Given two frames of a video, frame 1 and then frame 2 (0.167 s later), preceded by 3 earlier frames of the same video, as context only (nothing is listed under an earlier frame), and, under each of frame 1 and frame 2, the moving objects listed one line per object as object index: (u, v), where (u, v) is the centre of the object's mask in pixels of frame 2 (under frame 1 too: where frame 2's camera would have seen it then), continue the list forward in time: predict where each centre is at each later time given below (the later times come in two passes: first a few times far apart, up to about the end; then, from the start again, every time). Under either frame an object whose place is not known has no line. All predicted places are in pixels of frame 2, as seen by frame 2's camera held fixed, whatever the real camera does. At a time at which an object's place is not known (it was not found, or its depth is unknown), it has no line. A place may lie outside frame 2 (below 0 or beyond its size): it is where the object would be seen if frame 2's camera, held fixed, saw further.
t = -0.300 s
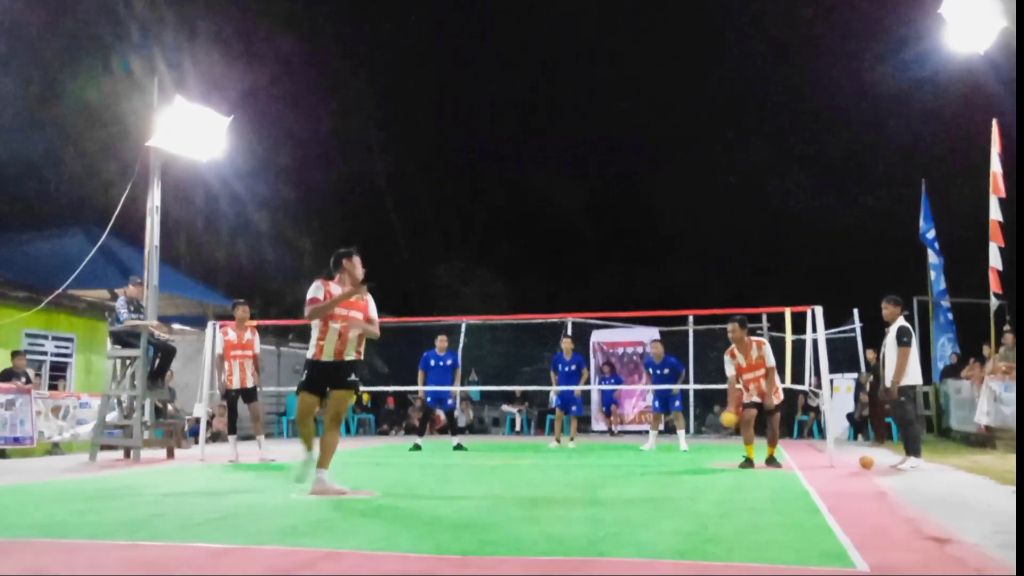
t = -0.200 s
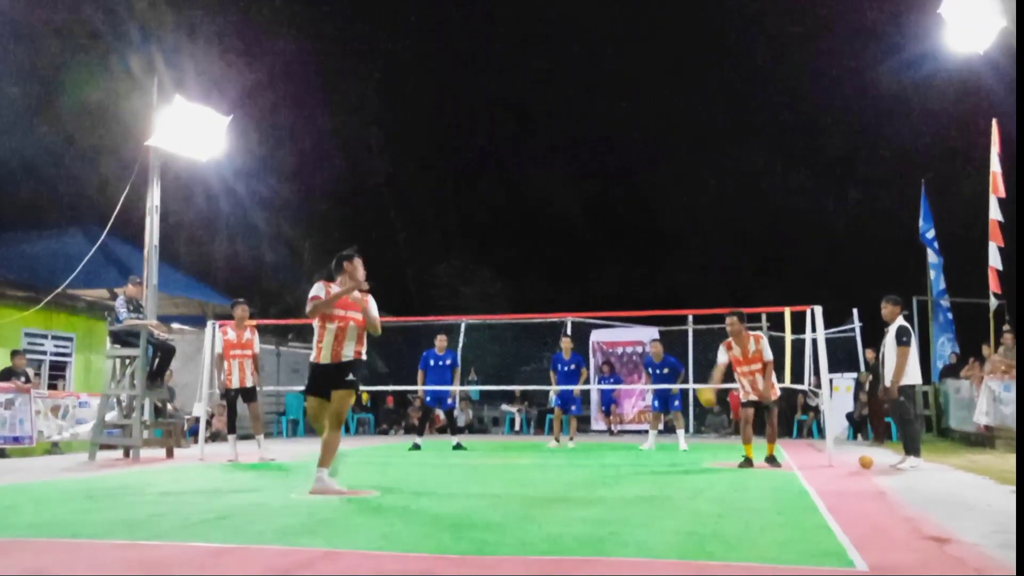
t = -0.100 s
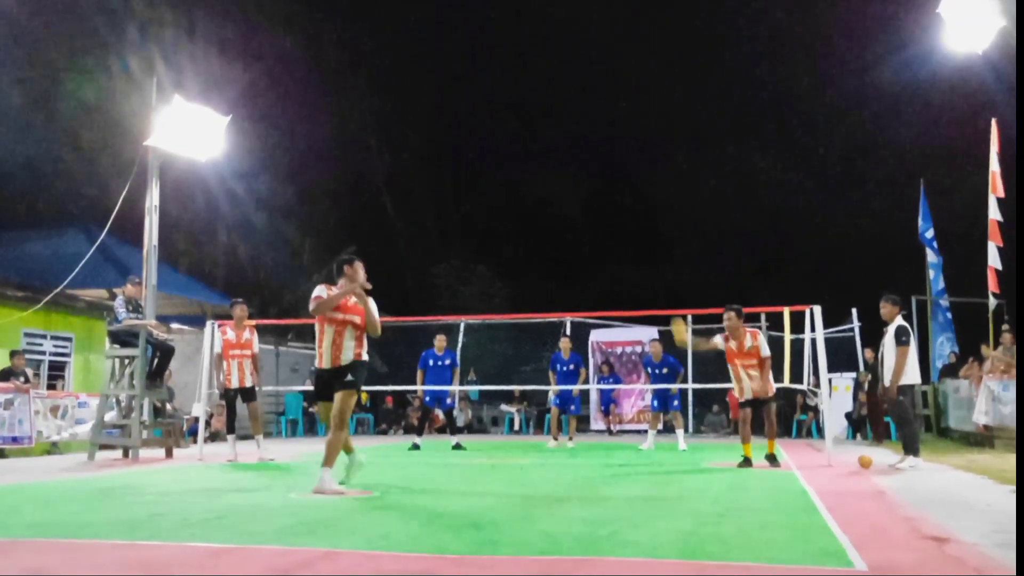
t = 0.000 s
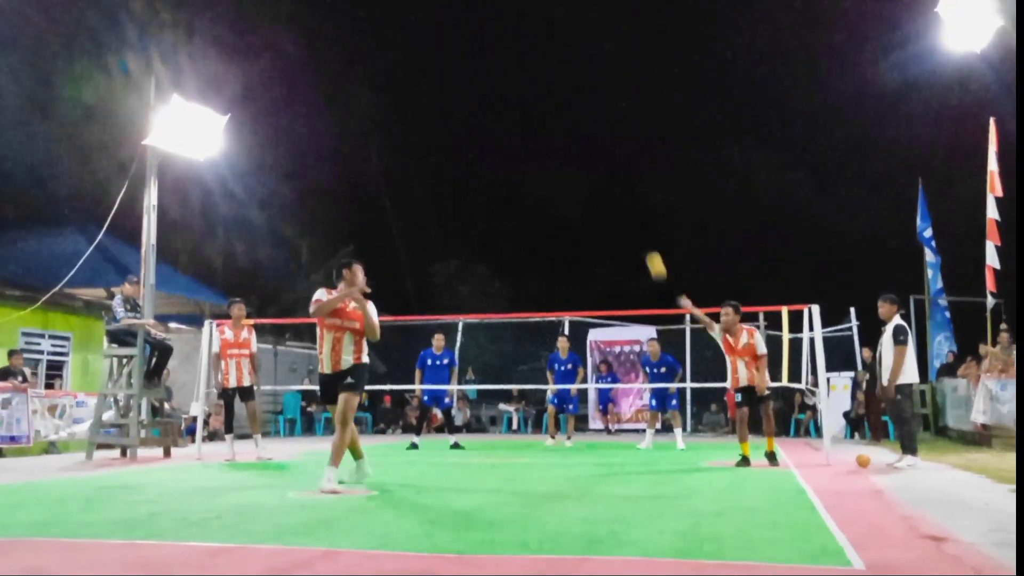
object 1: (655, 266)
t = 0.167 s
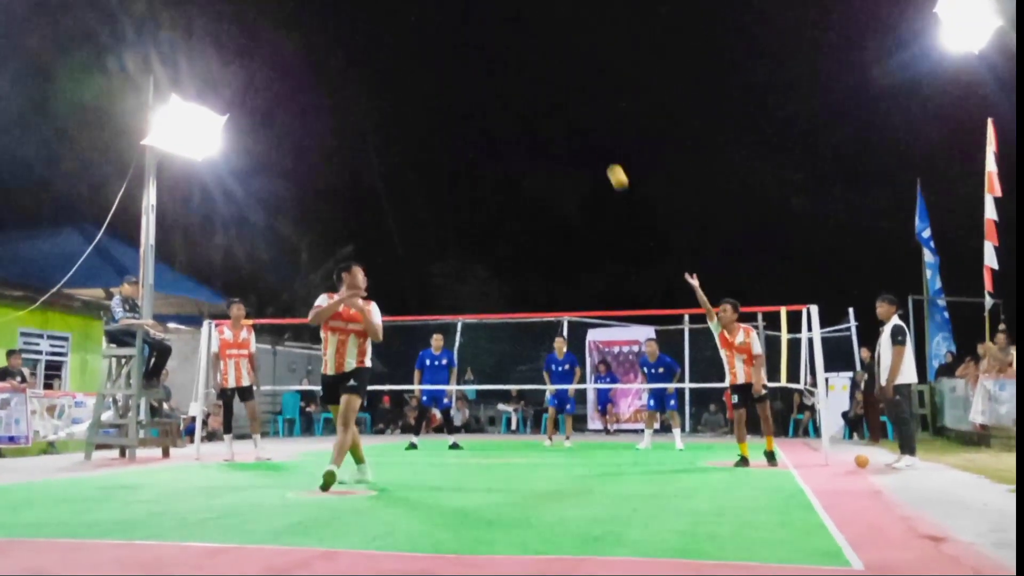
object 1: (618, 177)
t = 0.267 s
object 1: (594, 136)
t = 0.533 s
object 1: (530, 76)
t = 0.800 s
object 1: (458, 97)
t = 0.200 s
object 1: (610, 162)
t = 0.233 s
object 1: (602, 149)
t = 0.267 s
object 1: (594, 136)
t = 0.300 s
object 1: (587, 124)
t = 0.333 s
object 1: (579, 114)
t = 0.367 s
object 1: (571, 104)
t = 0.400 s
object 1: (563, 96)
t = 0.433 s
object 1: (555, 89)
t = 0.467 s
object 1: (547, 84)
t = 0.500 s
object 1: (539, 79)
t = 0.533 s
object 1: (530, 76)
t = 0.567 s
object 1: (522, 73)
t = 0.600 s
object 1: (513, 73)
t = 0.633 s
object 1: (504, 73)
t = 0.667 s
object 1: (495, 75)
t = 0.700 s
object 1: (486, 78)
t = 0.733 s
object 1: (477, 83)
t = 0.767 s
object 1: (468, 89)
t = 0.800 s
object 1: (458, 97)
